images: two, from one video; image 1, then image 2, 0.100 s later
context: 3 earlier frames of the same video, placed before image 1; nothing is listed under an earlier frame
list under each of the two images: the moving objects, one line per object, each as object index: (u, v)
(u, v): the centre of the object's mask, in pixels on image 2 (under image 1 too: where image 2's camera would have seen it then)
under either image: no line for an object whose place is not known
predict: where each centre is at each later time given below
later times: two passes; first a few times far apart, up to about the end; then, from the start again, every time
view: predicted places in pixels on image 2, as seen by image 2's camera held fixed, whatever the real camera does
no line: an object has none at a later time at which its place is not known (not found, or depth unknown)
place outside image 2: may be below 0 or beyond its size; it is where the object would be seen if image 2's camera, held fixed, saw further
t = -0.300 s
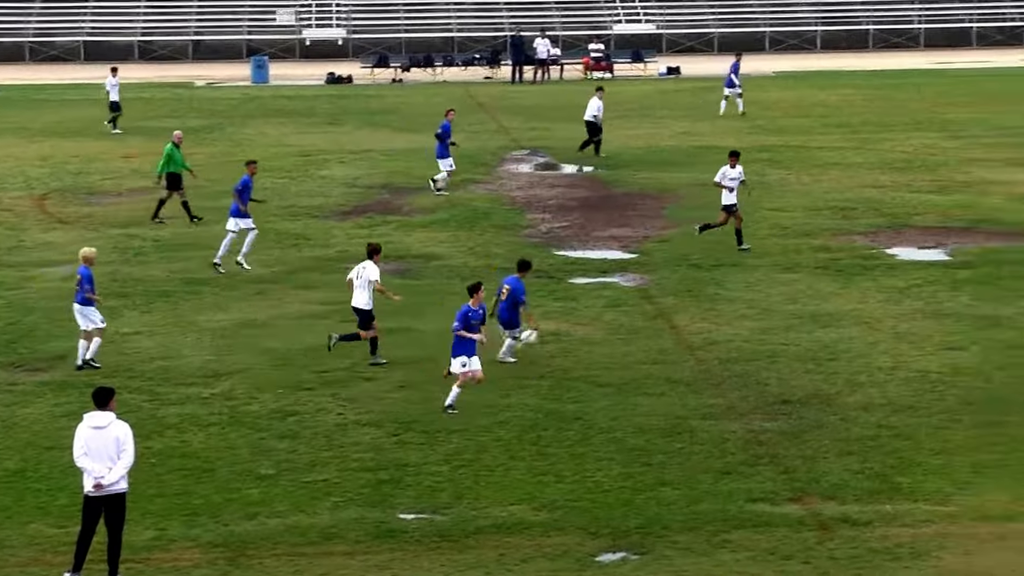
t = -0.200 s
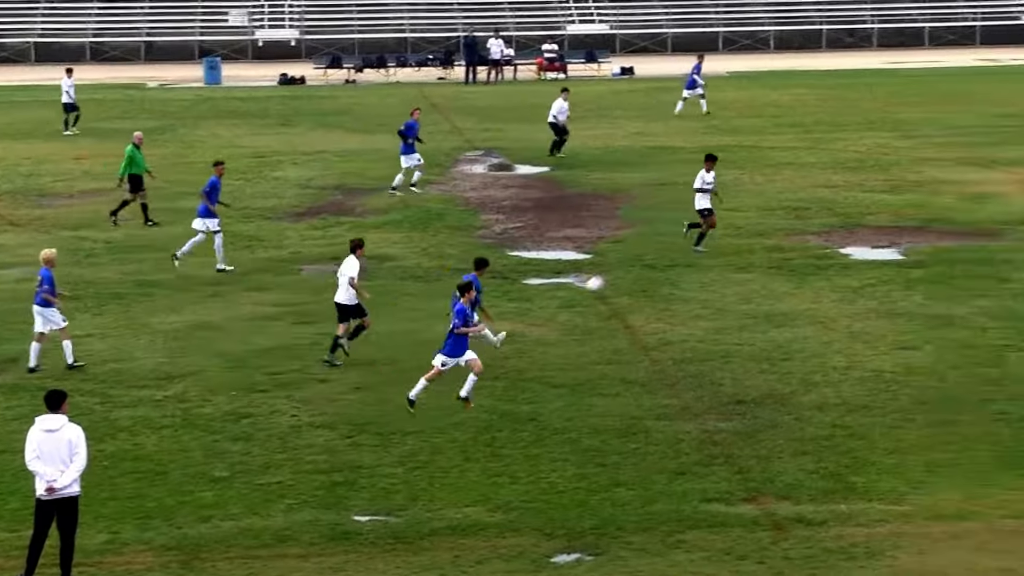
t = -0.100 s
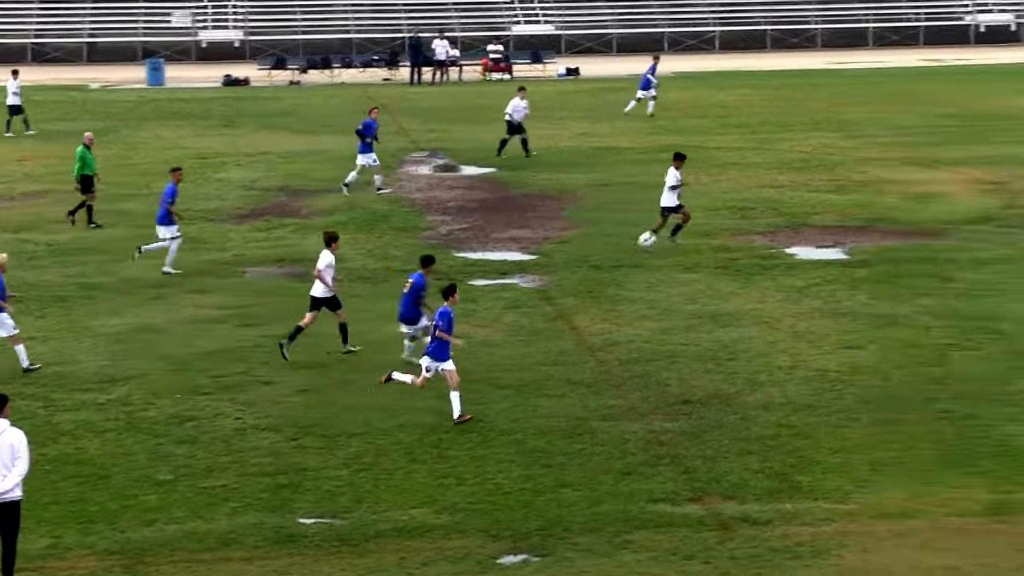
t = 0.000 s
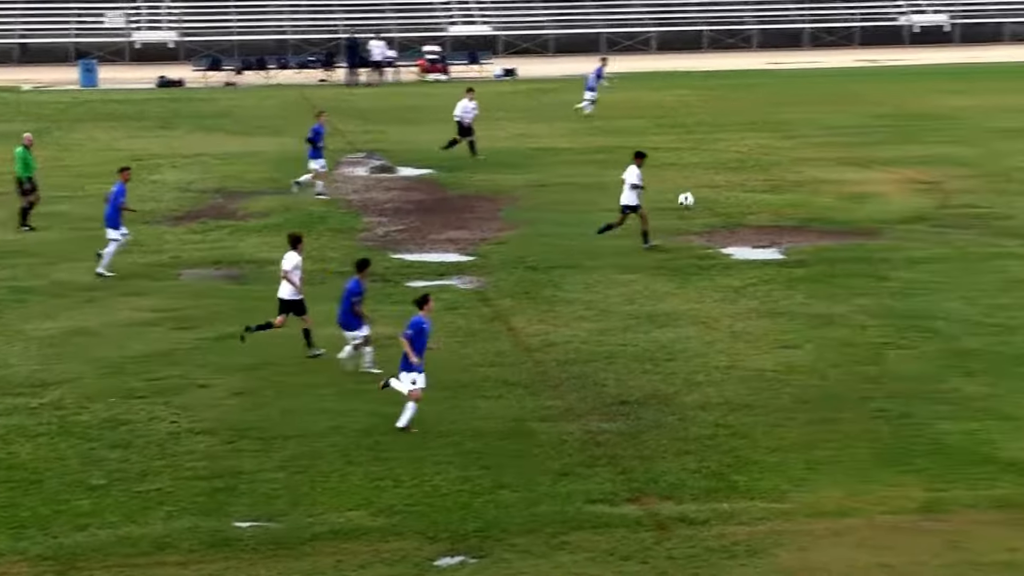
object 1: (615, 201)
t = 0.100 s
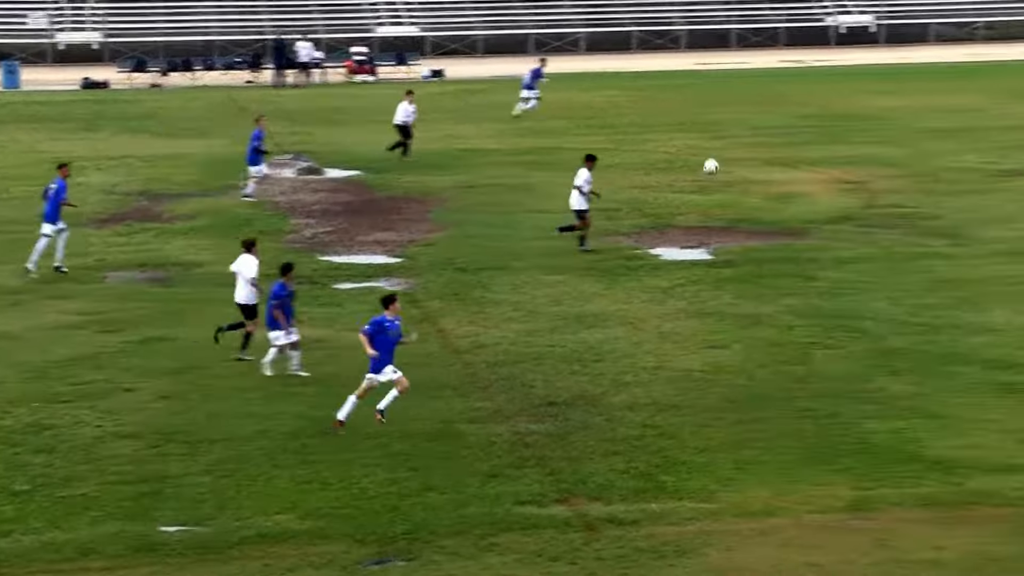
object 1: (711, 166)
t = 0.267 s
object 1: (865, 124)
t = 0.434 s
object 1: (1007, 95)
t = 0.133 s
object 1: (743, 157)
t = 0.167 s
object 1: (774, 147)
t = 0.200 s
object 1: (804, 138)
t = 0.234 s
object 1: (835, 131)
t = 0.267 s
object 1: (865, 124)
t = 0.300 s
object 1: (895, 117)
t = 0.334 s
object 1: (925, 111)
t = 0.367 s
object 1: (951, 105)
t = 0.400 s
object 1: (979, 100)
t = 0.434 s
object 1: (1007, 95)
